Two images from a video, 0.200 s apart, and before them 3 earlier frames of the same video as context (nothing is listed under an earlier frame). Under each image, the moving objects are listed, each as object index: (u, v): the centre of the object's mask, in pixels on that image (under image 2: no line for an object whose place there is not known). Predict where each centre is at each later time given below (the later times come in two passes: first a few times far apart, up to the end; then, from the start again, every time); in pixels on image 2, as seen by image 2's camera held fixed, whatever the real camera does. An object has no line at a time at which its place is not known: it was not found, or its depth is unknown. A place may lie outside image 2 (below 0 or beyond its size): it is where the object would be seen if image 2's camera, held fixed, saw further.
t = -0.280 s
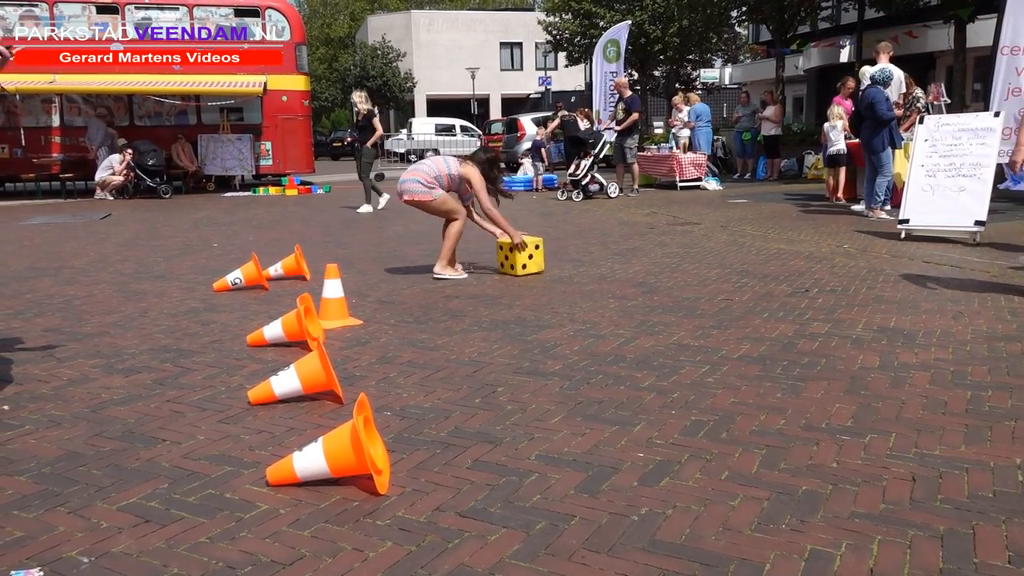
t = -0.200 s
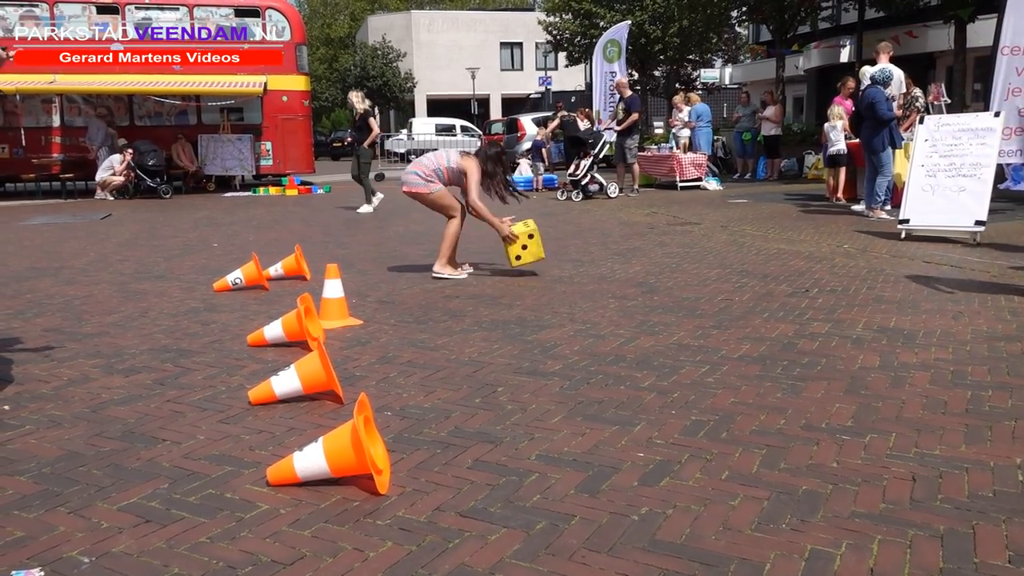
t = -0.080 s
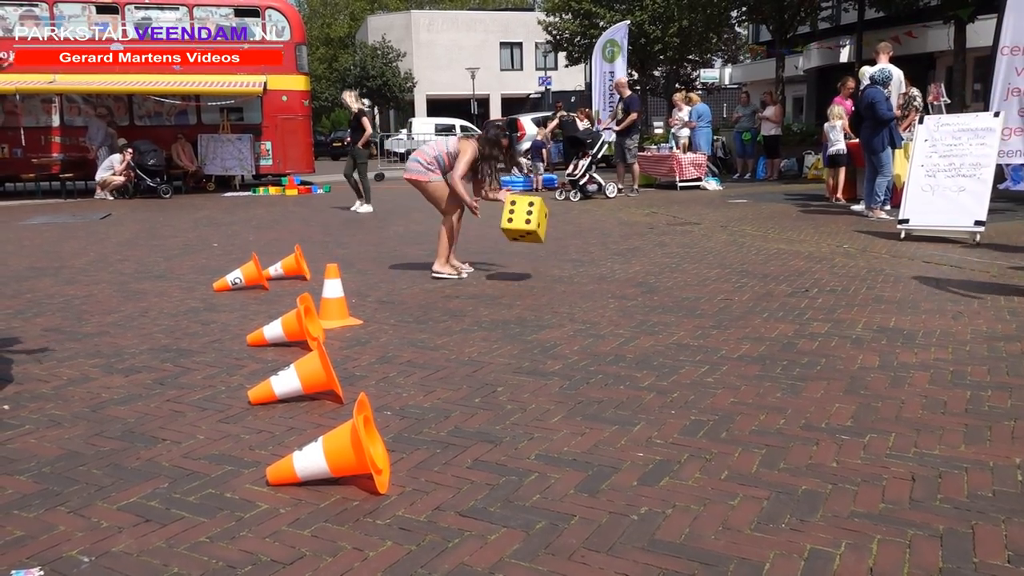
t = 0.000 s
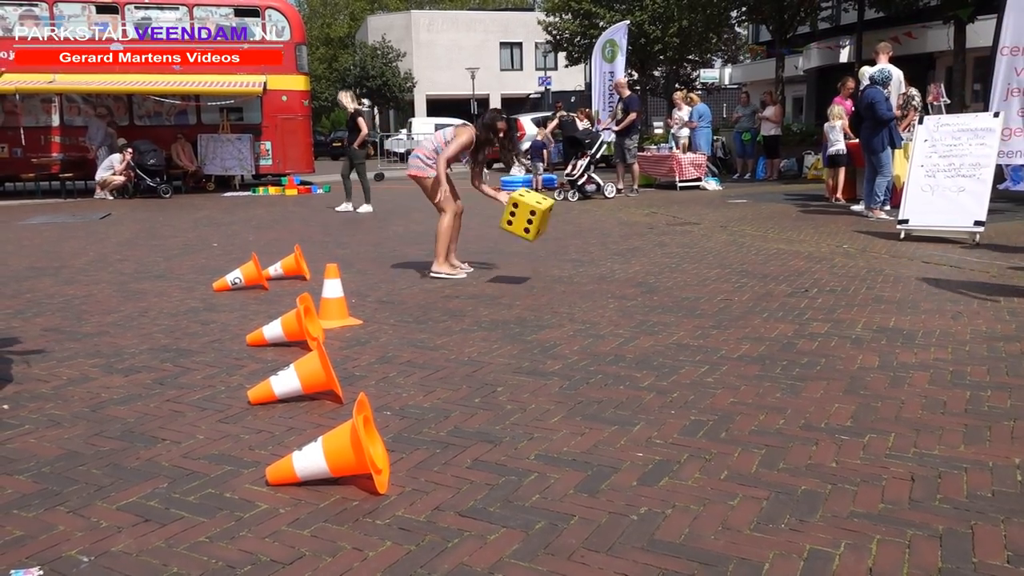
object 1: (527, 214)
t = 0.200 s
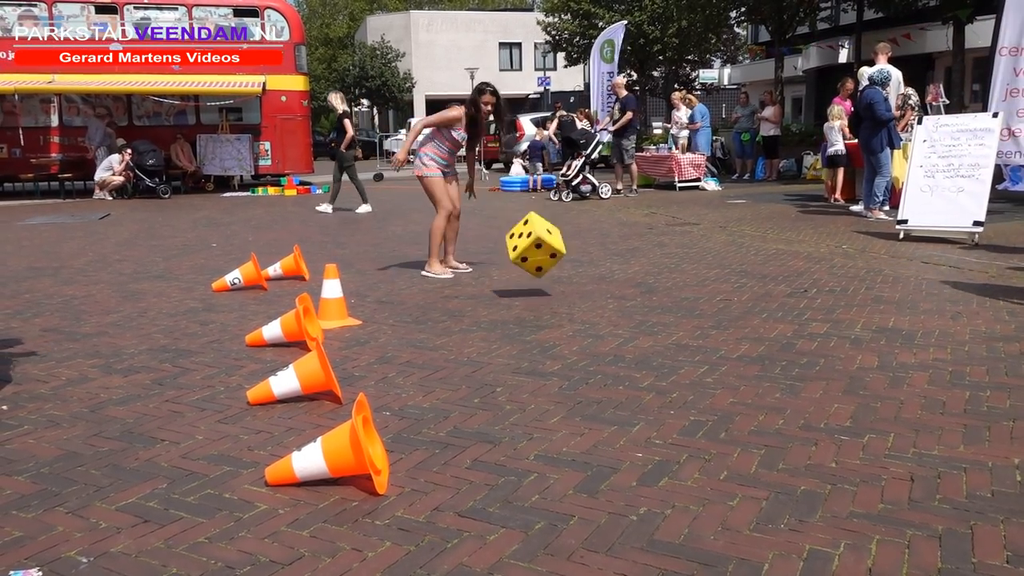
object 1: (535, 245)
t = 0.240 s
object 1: (537, 259)
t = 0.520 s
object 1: (530, 250)
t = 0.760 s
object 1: (518, 304)
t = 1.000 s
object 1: (498, 308)
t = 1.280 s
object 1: (500, 311)
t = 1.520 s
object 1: (512, 325)
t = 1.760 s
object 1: (530, 339)
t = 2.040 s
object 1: (550, 355)
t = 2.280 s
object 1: (583, 359)
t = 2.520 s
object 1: (605, 355)
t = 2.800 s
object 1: (587, 354)
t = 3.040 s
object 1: (571, 362)
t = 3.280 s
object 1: (576, 366)
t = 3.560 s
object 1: (578, 366)
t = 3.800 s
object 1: (578, 366)
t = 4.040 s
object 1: (578, 366)
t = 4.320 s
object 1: (578, 366)
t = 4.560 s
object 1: (578, 366)
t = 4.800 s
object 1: (578, 366)
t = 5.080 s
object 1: (578, 367)
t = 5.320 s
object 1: (578, 367)
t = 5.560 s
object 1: (578, 367)
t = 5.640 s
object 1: (578, 366)
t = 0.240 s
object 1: (537, 259)
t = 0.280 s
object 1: (540, 276)
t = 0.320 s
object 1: (540, 281)
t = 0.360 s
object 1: (538, 269)
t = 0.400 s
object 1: (536, 260)
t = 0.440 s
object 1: (534, 254)
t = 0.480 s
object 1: (532, 250)
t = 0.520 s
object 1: (530, 250)
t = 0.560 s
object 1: (528, 252)
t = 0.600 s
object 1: (527, 258)
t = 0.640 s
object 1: (524, 268)
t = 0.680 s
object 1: (522, 281)
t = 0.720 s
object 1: (521, 296)
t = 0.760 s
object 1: (518, 304)
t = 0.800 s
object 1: (511, 309)
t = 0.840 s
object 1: (506, 307)
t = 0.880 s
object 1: (503, 301)
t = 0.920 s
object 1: (501, 300)
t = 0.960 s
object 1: (500, 303)
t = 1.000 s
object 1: (498, 308)
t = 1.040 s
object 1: (497, 316)
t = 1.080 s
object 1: (495, 330)
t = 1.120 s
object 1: (494, 335)
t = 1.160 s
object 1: (495, 324)
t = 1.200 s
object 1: (496, 316)
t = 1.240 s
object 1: (498, 312)
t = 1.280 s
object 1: (500, 311)
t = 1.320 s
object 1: (502, 314)
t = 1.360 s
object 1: (505, 322)
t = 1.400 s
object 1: (508, 331)
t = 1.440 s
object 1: (509, 329)
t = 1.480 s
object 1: (510, 325)
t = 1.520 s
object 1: (512, 325)
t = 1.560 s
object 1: (513, 328)
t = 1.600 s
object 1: (515, 336)
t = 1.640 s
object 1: (518, 342)
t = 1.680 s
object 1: (523, 340)
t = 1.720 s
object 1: (527, 339)
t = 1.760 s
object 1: (530, 339)
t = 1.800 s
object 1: (533, 341)
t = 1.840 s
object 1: (535, 345)
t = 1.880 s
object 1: (538, 349)
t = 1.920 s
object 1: (542, 355)
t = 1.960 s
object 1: (544, 354)
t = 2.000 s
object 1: (547, 353)
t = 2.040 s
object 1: (550, 355)
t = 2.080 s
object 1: (554, 356)
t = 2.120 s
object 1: (559, 357)
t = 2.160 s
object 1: (565, 360)
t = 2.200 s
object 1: (571, 363)
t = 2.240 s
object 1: (578, 360)
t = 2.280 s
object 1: (583, 359)
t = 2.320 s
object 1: (589, 359)
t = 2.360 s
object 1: (593, 359)
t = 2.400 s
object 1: (597, 359)
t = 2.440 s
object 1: (601, 360)
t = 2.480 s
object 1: (604, 359)
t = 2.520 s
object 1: (605, 355)
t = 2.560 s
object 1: (605, 353)
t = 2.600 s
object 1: (605, 352)
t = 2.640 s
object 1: (603, 352)
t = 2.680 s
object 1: (601, 353)
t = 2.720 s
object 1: (597, 353)
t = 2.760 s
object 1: (593, 355)
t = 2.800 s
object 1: (587, 354)
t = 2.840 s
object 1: (581, 356)
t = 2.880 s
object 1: (576, 359)
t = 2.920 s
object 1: (572, 358)
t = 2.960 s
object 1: (570, 360)
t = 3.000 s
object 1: (570, 362)
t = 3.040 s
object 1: (571, 362)
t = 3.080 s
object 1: (573, 364)
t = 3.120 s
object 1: (575, 366)
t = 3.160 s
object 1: (575, 366)
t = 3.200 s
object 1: (575, 366)
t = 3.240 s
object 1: (575, 366)
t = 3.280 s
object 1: (576, 366)
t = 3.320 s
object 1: (576, 366)
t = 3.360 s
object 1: (577, 366)
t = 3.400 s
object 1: (577, 366)
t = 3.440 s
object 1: (577, 366)
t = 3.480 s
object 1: (578, 366)
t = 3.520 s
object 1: (578, 366)
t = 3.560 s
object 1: (578, 366)
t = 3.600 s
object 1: (578, 366)
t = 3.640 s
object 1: (578, 366)
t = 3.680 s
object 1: (578, 366)
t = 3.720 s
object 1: (578, 366)
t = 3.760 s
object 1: (578, 366)
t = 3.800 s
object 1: (578, 366)
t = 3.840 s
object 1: (578, 366)
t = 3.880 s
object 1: (578, 366)
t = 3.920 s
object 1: (578, 366)
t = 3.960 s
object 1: (578, 366)
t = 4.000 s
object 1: (578, 366)
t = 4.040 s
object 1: (578, 366)
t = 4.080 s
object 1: (578, 366)
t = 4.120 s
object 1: (578, 366)
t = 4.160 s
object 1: (578, 366)
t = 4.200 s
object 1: (578, 366)
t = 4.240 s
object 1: (578, 366)
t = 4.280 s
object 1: (578, 366)
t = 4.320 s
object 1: (578, 366)
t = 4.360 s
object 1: (578, 366)
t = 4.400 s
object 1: (578, 366)
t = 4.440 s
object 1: (578, 366)
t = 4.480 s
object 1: (578, 366)
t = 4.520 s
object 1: (578, 366)
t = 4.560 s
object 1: (578, 366)
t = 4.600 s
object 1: (578, 366)
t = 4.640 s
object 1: (578, 366)
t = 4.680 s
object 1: (578, 366)
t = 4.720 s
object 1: (578, 366)
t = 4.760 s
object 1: (578, 366)
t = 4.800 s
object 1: (578, 366)
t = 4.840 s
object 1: (578, 366)
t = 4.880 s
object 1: (578, 366)
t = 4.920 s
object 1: (578, 366)
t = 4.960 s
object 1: (578, 366)
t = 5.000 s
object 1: (578, 366)
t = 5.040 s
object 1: (578, 366)
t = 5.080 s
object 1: (578, 367)
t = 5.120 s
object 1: (578, 367)
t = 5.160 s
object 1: (578, 366)
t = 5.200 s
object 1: (578, 366)
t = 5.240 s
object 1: (578, 366)
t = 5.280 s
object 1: (578, 366)
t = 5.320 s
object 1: (578, 367)
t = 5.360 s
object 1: (578, 366)
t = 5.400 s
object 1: (578, 367)
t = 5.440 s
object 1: (578, 367)
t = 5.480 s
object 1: (578, 367)
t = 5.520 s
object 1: (578, 366)
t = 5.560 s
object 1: (578, 367)
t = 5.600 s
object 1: (578, 367)
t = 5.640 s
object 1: (578, 366)
